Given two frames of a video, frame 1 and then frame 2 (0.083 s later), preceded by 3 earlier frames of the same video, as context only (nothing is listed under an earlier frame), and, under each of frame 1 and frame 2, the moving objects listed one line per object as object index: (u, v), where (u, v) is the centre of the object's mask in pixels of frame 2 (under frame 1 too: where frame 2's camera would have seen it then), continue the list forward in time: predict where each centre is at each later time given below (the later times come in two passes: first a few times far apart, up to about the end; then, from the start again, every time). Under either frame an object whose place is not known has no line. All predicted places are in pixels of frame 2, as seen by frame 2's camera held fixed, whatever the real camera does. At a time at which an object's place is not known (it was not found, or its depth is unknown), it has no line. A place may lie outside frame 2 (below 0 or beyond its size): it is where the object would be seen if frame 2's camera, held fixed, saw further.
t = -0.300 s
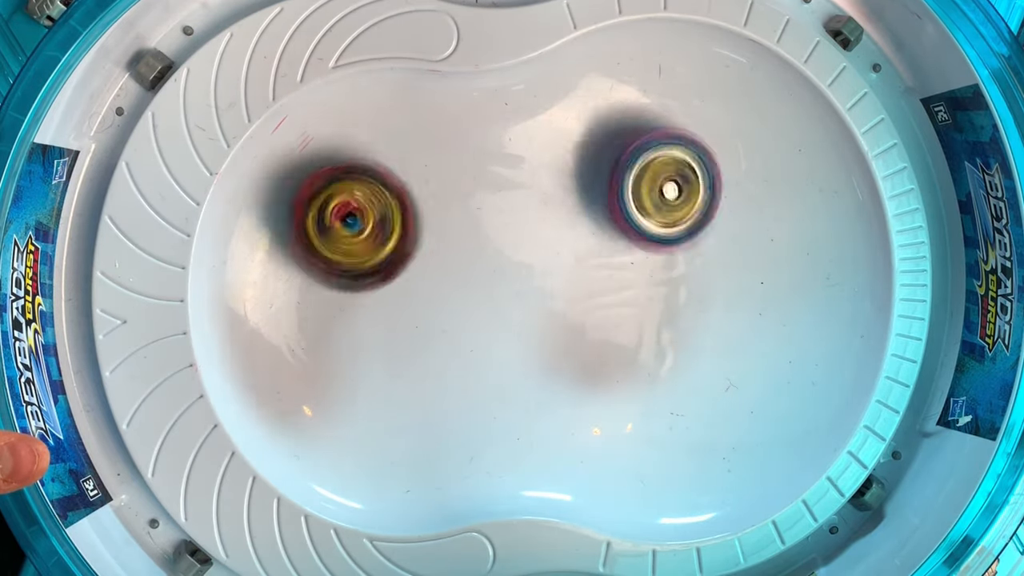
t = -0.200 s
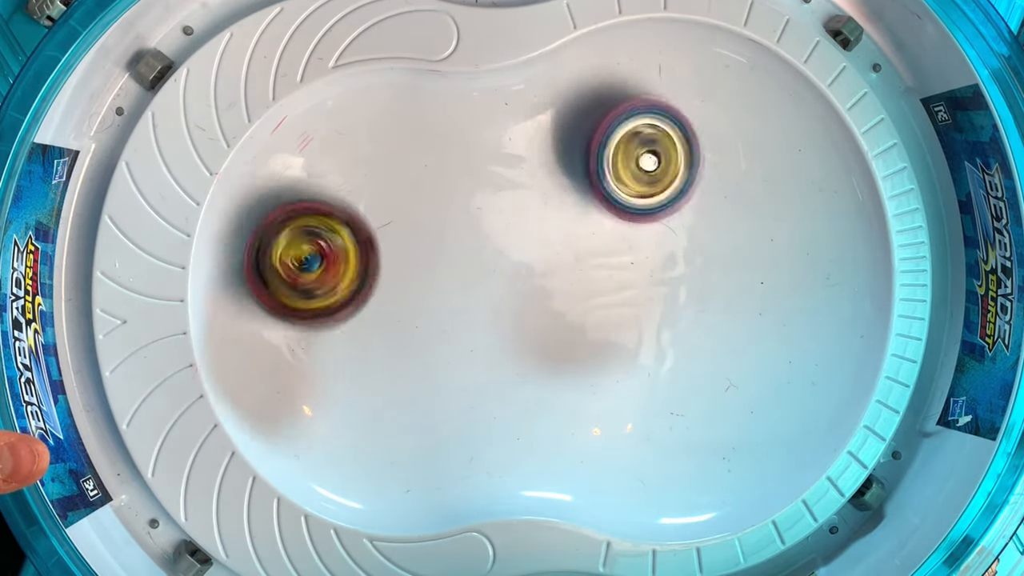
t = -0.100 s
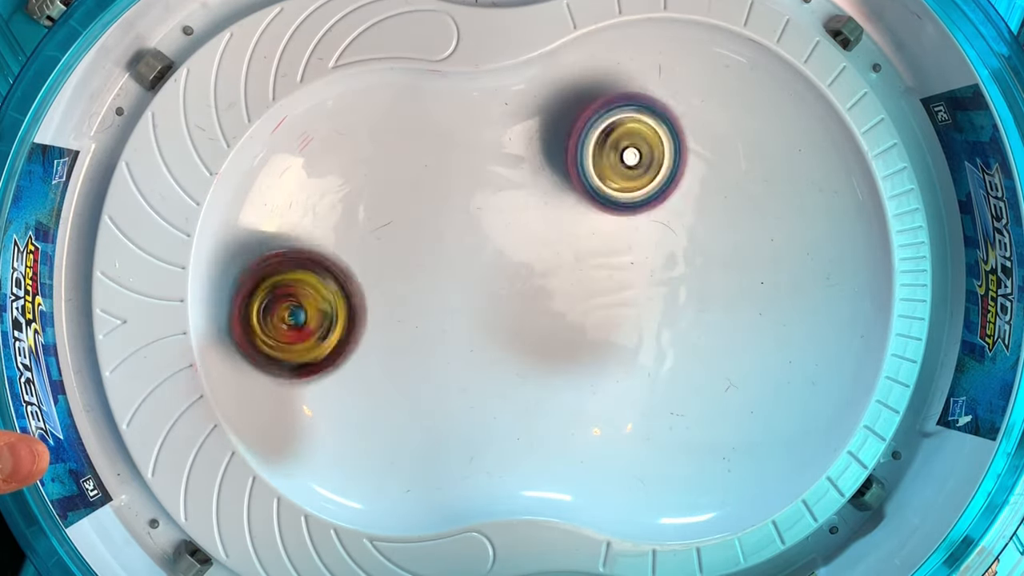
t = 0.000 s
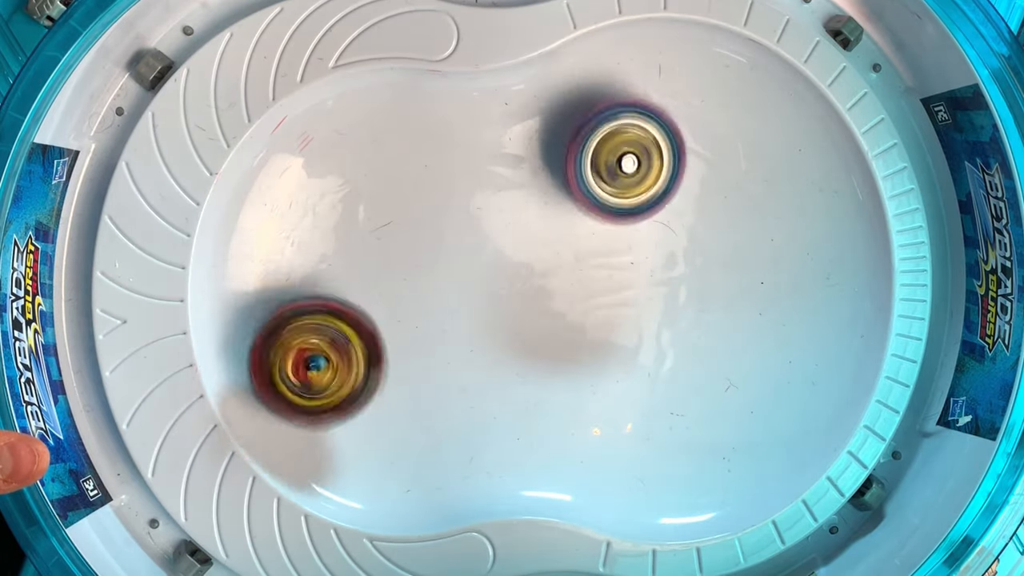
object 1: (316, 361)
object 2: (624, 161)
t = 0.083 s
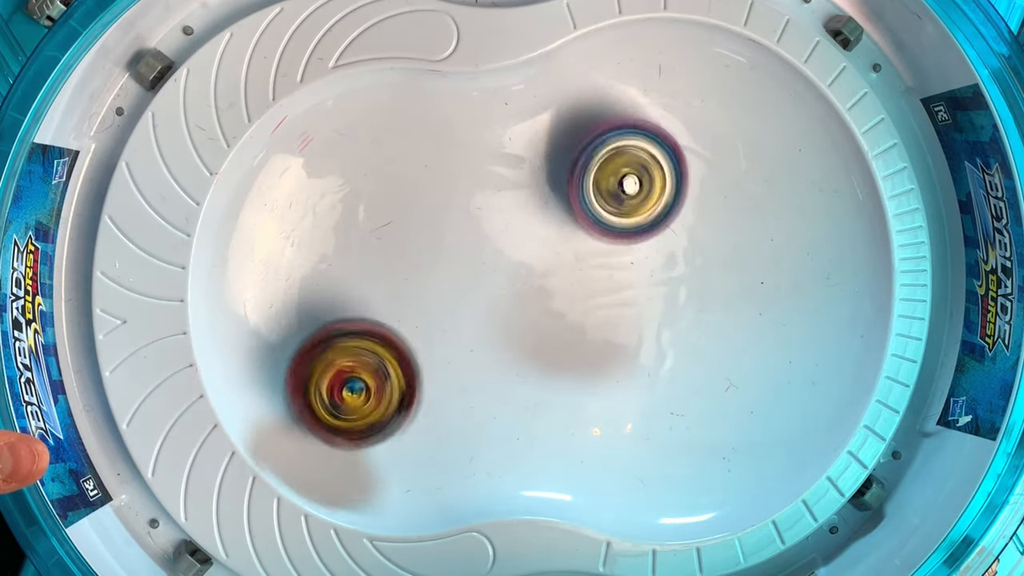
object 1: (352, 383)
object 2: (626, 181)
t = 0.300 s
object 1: (471, 374)
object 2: (662, 272)
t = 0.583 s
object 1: (545, 292)
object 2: (768, 365)
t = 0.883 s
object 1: (480, 192)
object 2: (726, 315)
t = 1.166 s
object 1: (416, 241)
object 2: (531, 294)
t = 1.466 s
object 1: (323, 212)
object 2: (441, 302)
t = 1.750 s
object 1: (528, 201)
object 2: (347, 377)
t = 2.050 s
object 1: (681, 308)
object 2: (355, 363)
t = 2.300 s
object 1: (685, 299)
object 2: (469, 266)
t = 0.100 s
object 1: (362, 385)
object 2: (627, 187)
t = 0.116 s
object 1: (370, 386)
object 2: (628, 192)
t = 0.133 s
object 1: (379, 387)
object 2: (630, 201)
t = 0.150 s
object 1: (388, 389)
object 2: (632, 209)
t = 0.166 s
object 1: (396, 388)
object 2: (635, 215)
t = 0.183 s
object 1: (405, 388)
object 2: (637, 223)
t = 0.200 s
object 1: (414, 386)
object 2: (639, 230)
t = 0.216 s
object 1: (425, 384)
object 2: (643, 238)
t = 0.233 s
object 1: (434, 383)
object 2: (647, 246)
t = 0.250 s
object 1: (443, 381)
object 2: (651, 251)
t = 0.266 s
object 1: (452, 380)
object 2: (654, 258)
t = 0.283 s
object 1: (461, 376)
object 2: (657, 264)
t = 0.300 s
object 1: (471, 374)
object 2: (662, 272)
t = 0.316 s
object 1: (480, 371)
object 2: (666, 278)
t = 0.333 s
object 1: (490, 368)
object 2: (670, 282)
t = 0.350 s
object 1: (499, 366)
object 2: (674, 288)
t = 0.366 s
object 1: (508, 362)
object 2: (677, 294)
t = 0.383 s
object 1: (517, 360)
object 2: (682, 299)
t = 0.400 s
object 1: (526, 356)
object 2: (685, 305)
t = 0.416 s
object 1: (536, 353)
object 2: (688, 310)
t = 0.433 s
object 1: (544, 348)
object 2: (691, 316)
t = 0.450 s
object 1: (555, 346)
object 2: (694, 322)
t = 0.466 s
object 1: (563, 343)
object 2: (698, 327)
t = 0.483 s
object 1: (573, 339)
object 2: (701, 332)
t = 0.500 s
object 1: (577, 335)
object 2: (707, 337)
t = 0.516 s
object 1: (569, 323)
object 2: (724, 345)
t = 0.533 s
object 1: (564, 315)
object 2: (739, 352)
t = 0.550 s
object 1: (558, 308)
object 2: (750, 357)
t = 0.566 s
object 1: (552, 300)
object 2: (760, 361)
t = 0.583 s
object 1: (545, 292)
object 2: (768, 365)
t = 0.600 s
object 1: (543, 282)
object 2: (775, 364)
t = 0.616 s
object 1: (541, 276)
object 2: (780, 365)
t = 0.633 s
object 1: (537, 270)
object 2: (783, 365)
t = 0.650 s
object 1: (533, 263)
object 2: (786, 363)
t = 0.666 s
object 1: (527, 257)
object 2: (789, 361)
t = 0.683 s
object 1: (523, 248)
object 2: (788, 359)
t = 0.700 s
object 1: (520, 242)
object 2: (790, 356)
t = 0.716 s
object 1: (515, 235)
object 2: (790, 354)
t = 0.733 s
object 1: (513, 228)
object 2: (785, 350)
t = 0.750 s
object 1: (509, 224)
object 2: (783, 346)
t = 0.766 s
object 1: (504, 217)
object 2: (780, 342)
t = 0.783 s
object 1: (502, 213)
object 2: (774, 337)
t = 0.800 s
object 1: (497, 210)
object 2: (768, 333)
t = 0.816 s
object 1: (492, 204)
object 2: (762, 330)
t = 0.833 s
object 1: (489, 200)
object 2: (753, 326)
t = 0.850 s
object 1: (485, 196)
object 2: (745, 321)
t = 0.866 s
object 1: (483, 192)
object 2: (736, 319)
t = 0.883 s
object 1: (480, 192)
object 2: (726, 315)
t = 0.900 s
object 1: (474, 192)
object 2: (716, 312)
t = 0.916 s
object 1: (469, 189)
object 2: (704, 311)
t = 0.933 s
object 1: (465, 189)
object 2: (692, 308)
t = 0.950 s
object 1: (461, 188)
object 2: (683, 306)
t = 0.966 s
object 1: (459, 190)
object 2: (670, 306)
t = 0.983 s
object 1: (456, 194)
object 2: (658, 305)
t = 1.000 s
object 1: (451, 196)
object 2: (648, 304)
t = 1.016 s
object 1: (446, 200)
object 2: (636, 305)
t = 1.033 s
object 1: (444, 203)
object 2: (622, 305)
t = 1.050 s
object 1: (441, 207)
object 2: (611, 304)
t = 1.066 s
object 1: (439, 213)
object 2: (598, 304)
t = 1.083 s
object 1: (436, 219)
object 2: (585, 301)
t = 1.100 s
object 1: (433, 225)
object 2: (576, 300)
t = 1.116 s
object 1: (430, 231)
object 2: (564, 298)
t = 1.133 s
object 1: (427, 238)
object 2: (549, 296)
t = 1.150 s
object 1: (424, 245)
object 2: (539, 293)
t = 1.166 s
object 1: (416, 241)
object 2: (531, 294)
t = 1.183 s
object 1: (409, 241)
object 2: (525, 297)
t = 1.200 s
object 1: (399, 237)
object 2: (521, 303)
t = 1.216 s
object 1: (386, 231)
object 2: (516, 307)
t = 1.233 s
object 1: (376, 228)
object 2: (510, 311)
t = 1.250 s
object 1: (365, 226)
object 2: (506, 313)
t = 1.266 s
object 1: (352, 222)
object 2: (500, 316)
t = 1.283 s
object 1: (343, 216)
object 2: (495, 315)
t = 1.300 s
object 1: (338, 215)
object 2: (490, 315)
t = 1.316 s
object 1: (333, 214)
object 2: (485, 316)
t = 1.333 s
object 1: (327, 214)
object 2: (481, 315)
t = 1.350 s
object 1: (325, 208)
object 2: (475, 314)
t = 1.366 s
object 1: (323, 207)
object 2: (471, 313)
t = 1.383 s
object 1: (321, 210)
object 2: (466, 312)
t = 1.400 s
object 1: (320, 210)
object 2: (460, 310)
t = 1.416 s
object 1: (318, 210)
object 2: (456, 309)
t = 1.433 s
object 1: (321, 209)
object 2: (450, 307)
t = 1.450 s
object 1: (323, 211)
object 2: (446, 305)
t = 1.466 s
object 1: (323, 212)
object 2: (441, 302)
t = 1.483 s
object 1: (324, 213)
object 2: (437, 299)
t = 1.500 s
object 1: (328, 214)
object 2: (433, 298)
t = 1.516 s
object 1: (336, 209)
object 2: (429, 303)
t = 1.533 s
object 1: (342, 205)
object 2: (427, 306)
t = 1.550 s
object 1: (347, 203)
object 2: (426, 310)
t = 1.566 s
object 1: (353, 204)
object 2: (424, 312)
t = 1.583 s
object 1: (359, 204)
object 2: (421, 313)
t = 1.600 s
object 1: (367, 206)
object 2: (420, 314)
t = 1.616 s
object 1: (394, 206)
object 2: (409, 323)
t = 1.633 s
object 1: (414, 204)
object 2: (402, 328)
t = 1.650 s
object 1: (432, 198)
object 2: (392, 337)
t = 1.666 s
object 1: (451, 196)
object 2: (382, 345)
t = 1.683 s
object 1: (469, 197)
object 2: (375, 351)
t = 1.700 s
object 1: (487, 196)
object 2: (367, 359)
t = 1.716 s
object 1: (503, 197)
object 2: (361, 363)
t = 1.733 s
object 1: (517, 197)
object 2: (355, 372)
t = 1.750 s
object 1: (528, 201)
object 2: (347, 377)
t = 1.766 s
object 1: (540, 210)
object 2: (343, 381)
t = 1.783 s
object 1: (550, 222)
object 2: (336, 386)
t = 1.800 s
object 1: (561, 234)
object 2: (332, 389)
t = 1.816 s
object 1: (575, 245)
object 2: (330, 393)
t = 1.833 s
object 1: (592, 255)
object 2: (327, 396)
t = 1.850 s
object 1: (608, 263)
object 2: (325, 397)
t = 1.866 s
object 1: (620, 268)
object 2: (325, 398)
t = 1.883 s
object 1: (630, 274)
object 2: (325, 398)
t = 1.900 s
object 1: (640, 279)
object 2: (326, 397)
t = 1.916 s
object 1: (649, 283)
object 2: (327, 396)
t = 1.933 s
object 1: (656, 288)
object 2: (329, 395)
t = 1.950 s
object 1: (662, 291)
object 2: (331, 393)
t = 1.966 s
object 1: (667, 294)
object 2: (335, 391)
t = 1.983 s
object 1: (671, 298)
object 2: (338, 389)
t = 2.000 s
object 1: (674, 301)
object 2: (341, 384)
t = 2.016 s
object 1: (676, 305)
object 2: (344, 379)
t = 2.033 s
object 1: (678, 307)
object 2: (349, 371)
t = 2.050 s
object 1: (681, 308)
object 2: (355, 363)
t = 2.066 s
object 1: (683, 308)
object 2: (361, 358)
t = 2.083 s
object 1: (686, 308)
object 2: (369, 350)
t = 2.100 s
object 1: (687, 306)
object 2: (376, 344)
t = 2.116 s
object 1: (689, 306)
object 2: (380, 339)
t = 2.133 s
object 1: (689, 305)
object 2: (386, 328)
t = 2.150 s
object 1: (689, 305)
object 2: (394, 321)
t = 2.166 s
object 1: (689, 304)
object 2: (402, 313)
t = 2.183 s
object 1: (688, 304)
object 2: (410, 304)
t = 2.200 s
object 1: (687, 303)
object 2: (419, 299)
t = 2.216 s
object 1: (686, 302)
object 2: (426, 292)
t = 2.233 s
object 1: (685, 301)
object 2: (436, 285)
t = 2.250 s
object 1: (685, 301)
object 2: (444, 281)
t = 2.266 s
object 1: (685, 300)
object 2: (452, 274)
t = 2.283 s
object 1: (685, 300)
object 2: (461, 269)
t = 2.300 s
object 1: (685, 299)
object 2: (469, 266)
